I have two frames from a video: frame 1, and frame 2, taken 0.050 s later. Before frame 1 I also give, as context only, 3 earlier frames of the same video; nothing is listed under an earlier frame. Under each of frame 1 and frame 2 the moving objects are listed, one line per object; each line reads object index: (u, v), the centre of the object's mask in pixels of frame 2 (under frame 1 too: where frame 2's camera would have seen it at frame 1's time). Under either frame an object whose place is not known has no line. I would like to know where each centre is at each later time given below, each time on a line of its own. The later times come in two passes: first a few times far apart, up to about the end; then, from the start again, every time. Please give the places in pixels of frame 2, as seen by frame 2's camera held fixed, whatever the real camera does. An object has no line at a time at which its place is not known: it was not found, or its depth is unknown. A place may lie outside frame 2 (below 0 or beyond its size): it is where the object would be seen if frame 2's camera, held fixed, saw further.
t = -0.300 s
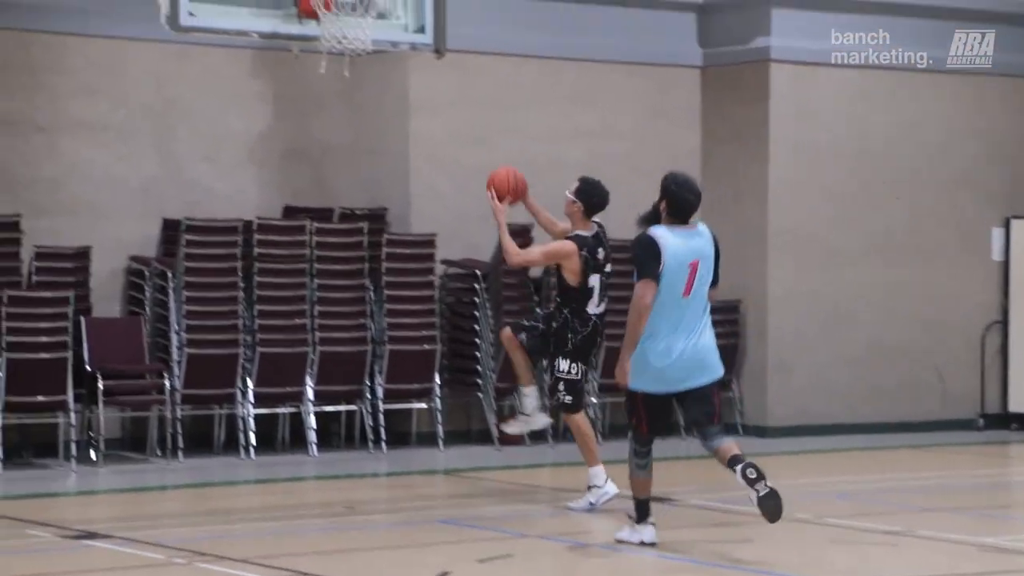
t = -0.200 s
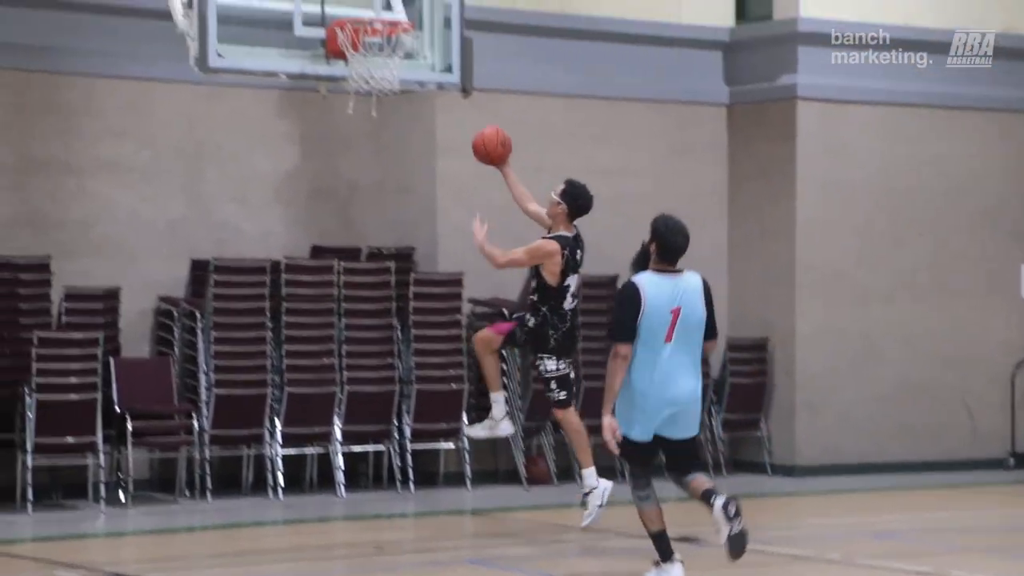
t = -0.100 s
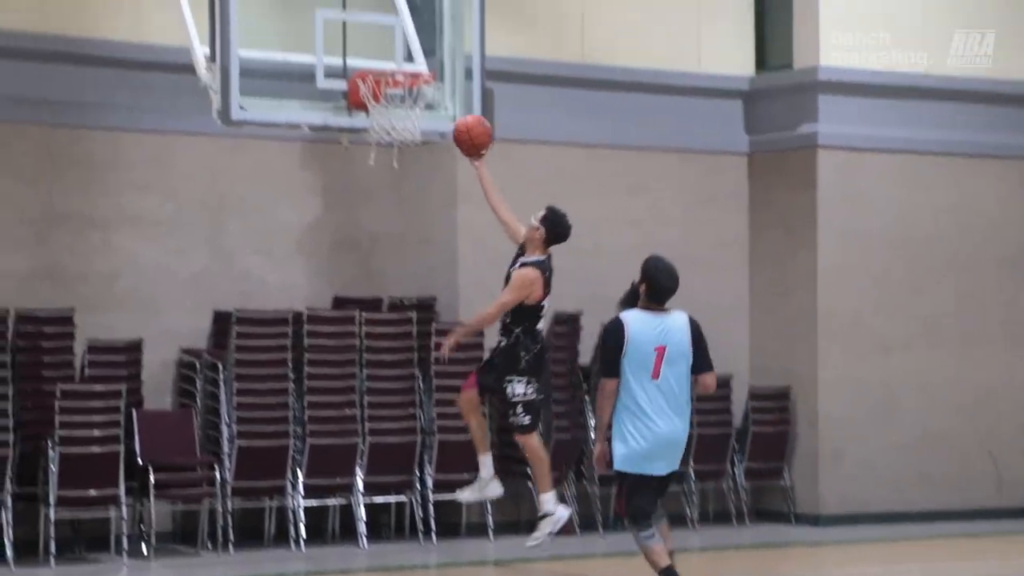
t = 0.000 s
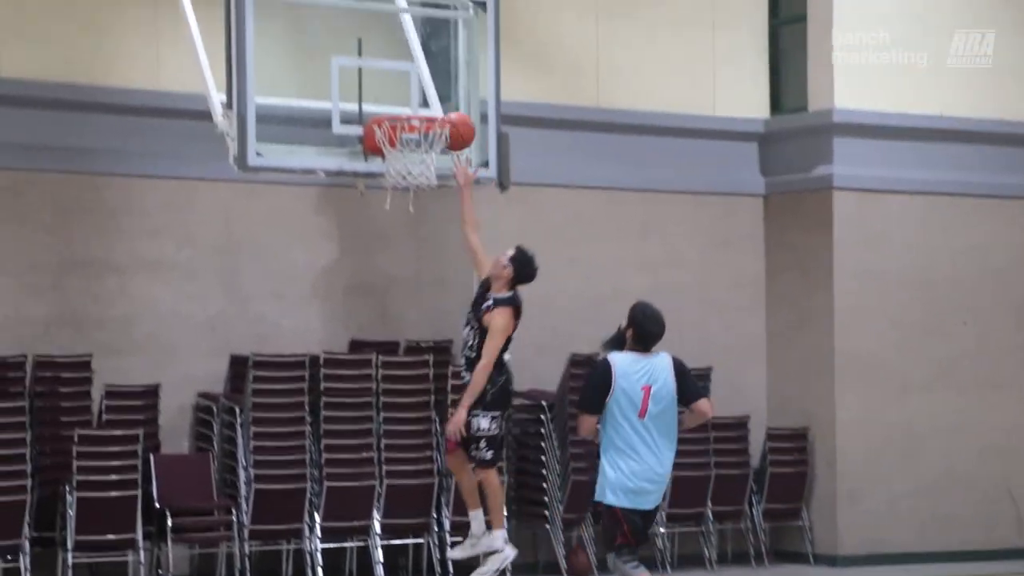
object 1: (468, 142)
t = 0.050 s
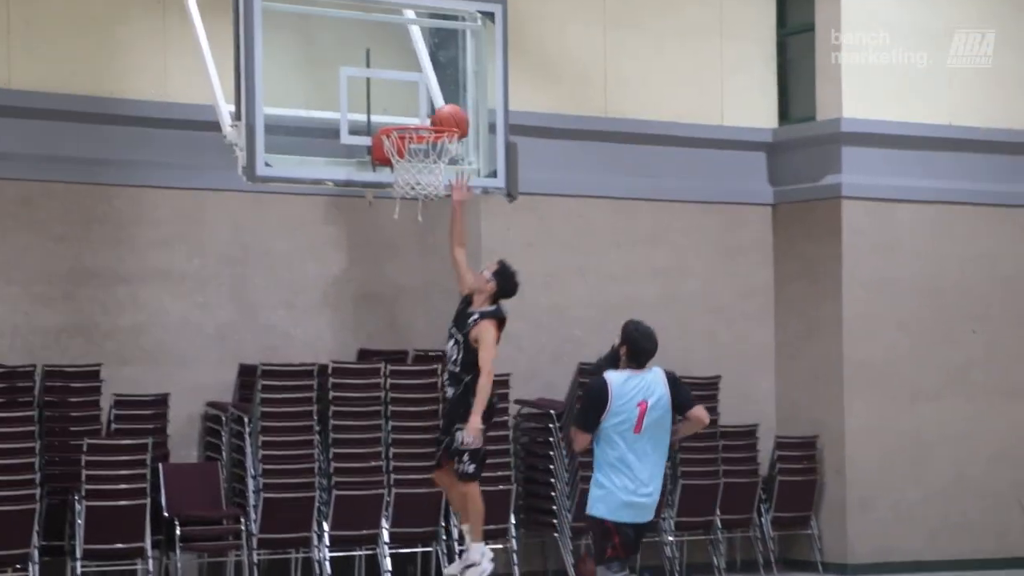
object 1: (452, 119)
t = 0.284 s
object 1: (429, 90)
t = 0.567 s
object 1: (423, 158)
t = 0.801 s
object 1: (413, 292)
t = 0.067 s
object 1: (445, 115)
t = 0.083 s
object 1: (440, 112)
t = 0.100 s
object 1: (435, 109)
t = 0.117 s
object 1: (434, 106)
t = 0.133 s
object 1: (433, 102)
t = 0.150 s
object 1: (433, 99)
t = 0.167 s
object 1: (433, 97)
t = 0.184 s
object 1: (431, 94)
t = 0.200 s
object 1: (431, 93)
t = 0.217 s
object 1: (431, 91)
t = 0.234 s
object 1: (431, 90)
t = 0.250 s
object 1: (430, 90)
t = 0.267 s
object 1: (430, 90)
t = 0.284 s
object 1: (429, 90)
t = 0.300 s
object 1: (429, 90)
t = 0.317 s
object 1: (429, 91)
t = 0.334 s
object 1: (428, 93)
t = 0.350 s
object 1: (428, 95)
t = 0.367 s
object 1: (428, 98)
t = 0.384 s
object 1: (427, 101)
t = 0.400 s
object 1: (427, 104)
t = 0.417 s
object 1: (426, 108)
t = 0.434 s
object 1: (426, 111)
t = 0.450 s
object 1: (426, 114)
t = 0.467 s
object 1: (426, 117)
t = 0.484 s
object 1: (428, 128)
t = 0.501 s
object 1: (428, 135)
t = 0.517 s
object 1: (428, 146)
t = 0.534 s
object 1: (424, 146)
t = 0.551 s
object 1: (422, 151)
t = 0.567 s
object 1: (423, 158)
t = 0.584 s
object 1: (422, 168)
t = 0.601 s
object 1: (421, 174)
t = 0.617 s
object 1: (421, 183)
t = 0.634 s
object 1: (419, 193)
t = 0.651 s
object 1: (418, 202)
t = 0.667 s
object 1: (418, 207)
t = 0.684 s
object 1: (417, 216)
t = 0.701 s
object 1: (417, 226)
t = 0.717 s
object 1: (416, 236)
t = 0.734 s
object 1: (416, 246)
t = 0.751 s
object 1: (415, 258)
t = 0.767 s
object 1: (414, 269)
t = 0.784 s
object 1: (414, 280)
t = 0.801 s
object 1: (413, 292)
